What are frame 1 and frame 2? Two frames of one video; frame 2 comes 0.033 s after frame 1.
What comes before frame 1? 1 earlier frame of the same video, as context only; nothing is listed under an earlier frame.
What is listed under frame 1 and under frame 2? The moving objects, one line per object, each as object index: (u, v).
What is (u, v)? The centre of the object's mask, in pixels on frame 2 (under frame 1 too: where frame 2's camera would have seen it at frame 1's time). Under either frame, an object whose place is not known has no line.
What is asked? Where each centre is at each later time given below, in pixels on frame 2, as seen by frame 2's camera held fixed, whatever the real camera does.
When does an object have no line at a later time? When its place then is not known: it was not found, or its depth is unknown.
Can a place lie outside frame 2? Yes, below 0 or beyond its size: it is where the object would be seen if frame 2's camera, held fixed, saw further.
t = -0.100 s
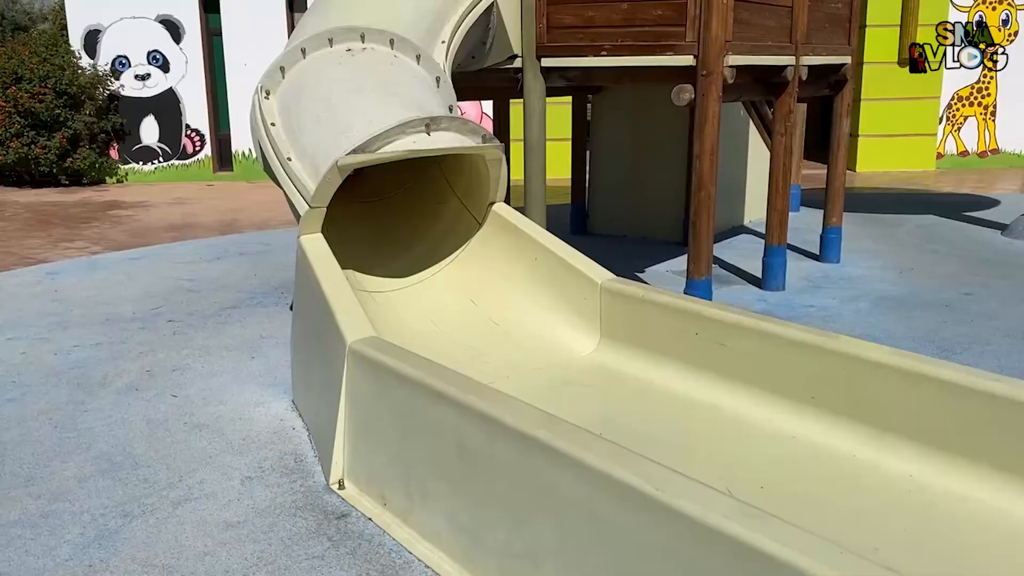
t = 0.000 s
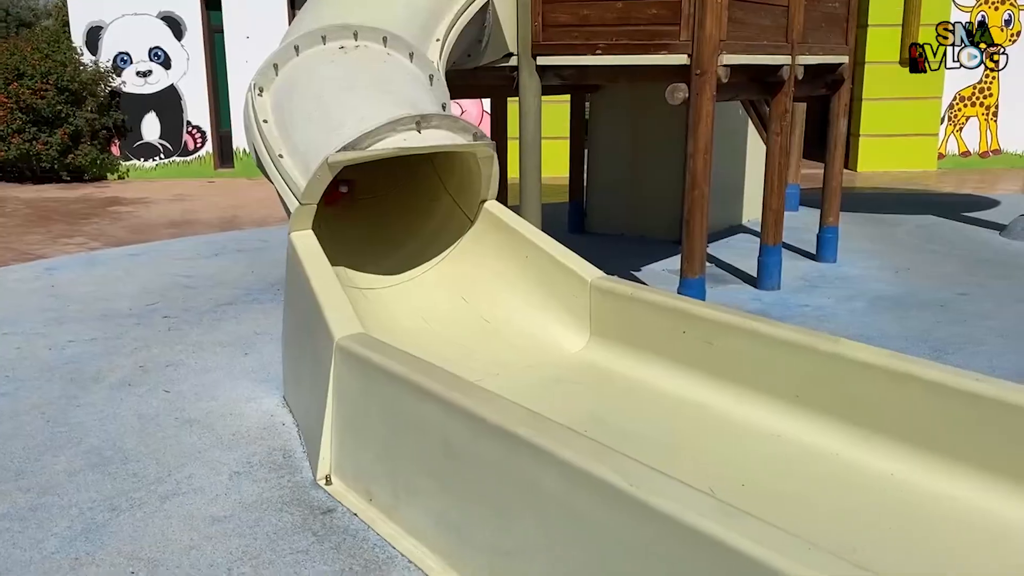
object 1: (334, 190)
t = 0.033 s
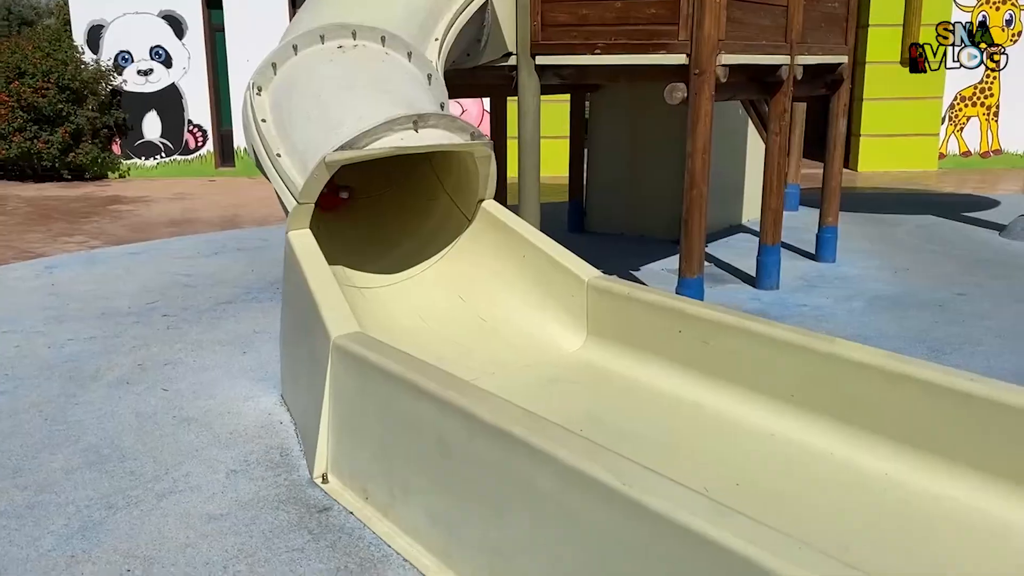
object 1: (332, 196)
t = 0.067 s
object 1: (332, 202)
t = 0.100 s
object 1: (332, 208)
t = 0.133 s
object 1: (332, 216)
